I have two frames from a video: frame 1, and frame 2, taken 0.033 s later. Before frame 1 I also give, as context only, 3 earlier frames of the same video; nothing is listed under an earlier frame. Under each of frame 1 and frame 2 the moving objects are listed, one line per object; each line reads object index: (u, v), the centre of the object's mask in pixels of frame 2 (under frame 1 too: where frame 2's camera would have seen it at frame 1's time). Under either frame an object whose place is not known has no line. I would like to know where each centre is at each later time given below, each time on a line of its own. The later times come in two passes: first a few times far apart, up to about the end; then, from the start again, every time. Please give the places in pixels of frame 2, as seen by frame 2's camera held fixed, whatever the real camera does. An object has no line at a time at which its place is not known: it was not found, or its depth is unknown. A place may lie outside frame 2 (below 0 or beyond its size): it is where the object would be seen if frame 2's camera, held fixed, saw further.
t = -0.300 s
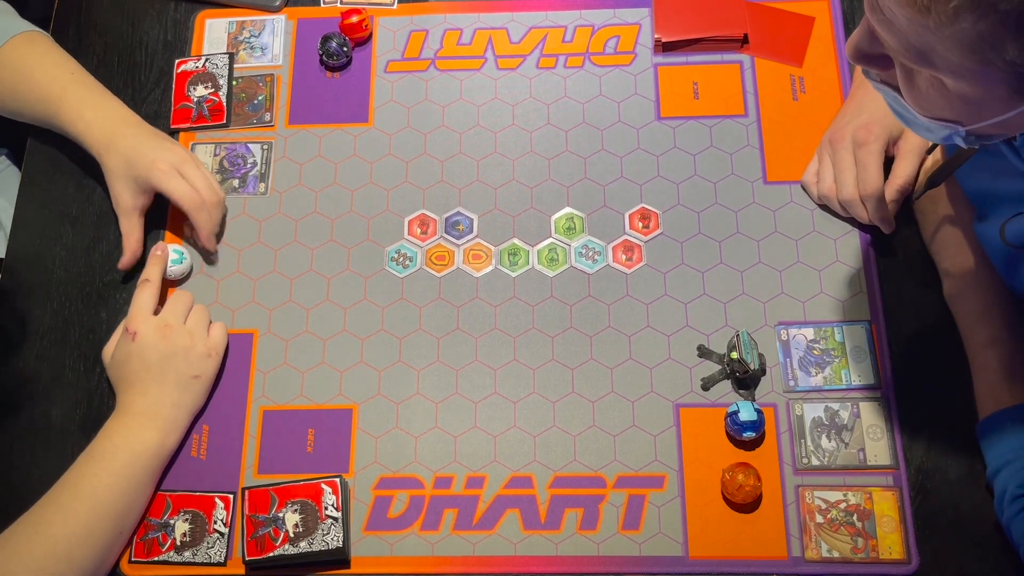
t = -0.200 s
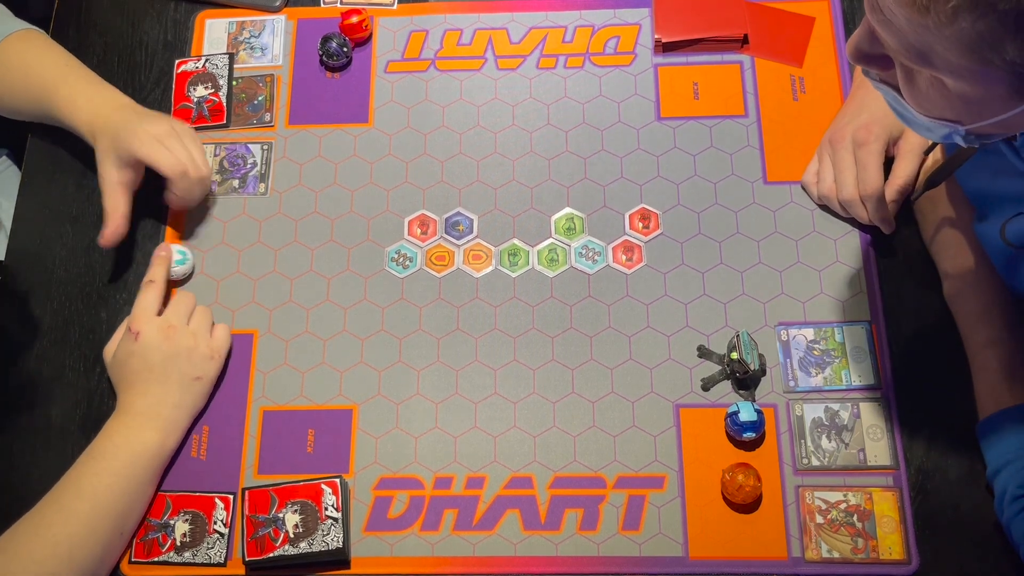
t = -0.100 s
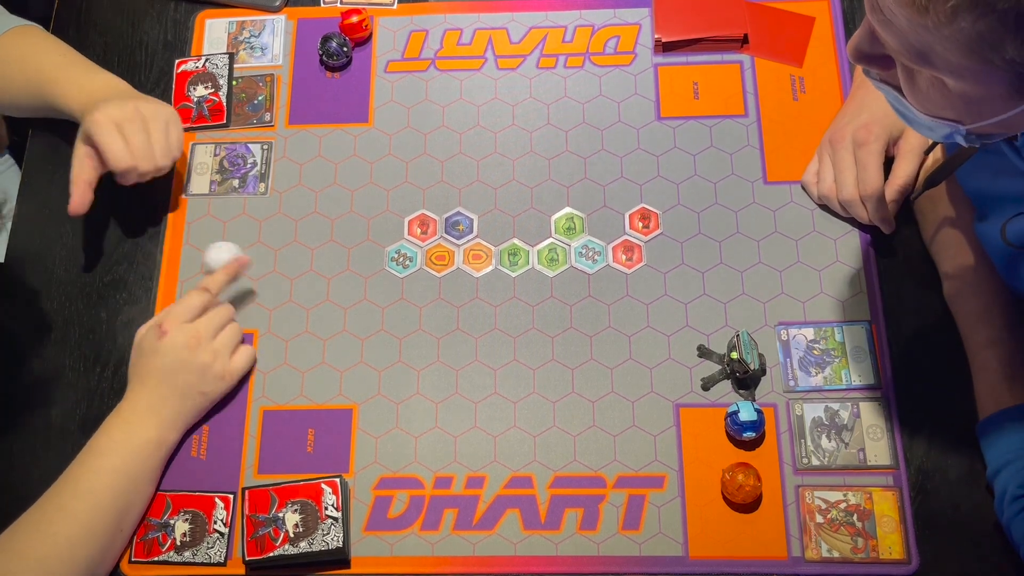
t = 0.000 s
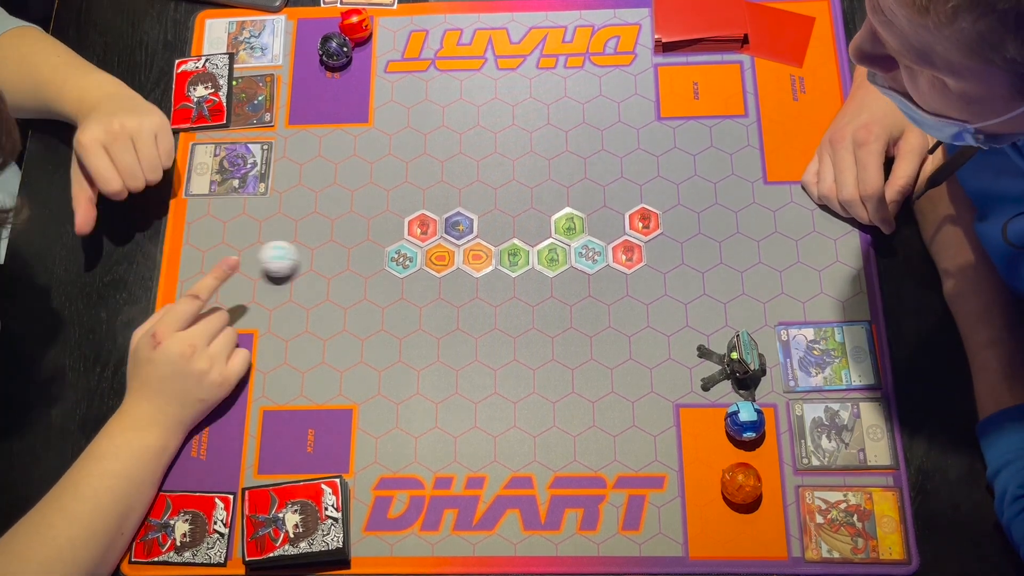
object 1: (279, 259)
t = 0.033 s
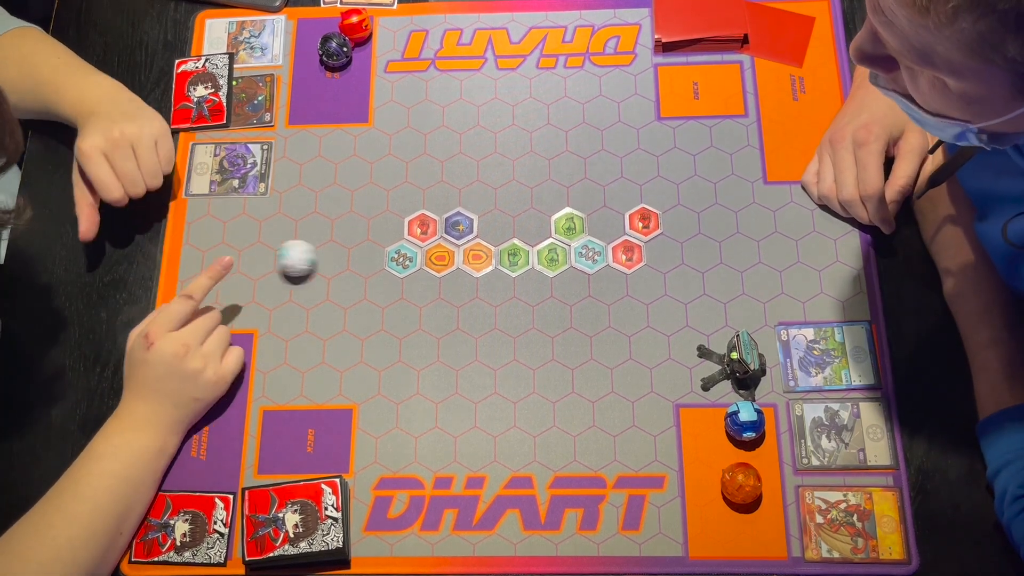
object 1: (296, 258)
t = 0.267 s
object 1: (411, 256)
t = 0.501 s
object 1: (500, 253)
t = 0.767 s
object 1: (590, 254)
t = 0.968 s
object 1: (651, 257)
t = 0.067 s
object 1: (315, 258)
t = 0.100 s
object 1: (331, 258)
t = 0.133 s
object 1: (348, 257)
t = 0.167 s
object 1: (364, 257)
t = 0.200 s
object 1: (379, 257)
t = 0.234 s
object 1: (396, 256)
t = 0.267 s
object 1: (411, 256)
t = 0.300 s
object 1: (425, 256)
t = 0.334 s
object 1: (438, 255)
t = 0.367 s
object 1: (450, 254)
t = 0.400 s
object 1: (462, 253)
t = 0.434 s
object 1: (475, 254)
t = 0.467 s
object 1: (487, 253)
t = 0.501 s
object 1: (500, 253)
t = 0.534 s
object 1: (513, 252)
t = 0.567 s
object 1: (526, 253)
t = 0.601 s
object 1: (538, 252)
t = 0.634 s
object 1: (550, 253)
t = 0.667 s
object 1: (560, 254)
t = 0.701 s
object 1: (571, 253)
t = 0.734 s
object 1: (581, 253)
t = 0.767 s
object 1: (590, 254)
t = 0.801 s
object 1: (600, 254)
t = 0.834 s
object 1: (610, 254)
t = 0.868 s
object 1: (620, 255)
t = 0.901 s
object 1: (630, 256)
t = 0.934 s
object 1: (642, 257)
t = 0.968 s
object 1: (651, 257)
